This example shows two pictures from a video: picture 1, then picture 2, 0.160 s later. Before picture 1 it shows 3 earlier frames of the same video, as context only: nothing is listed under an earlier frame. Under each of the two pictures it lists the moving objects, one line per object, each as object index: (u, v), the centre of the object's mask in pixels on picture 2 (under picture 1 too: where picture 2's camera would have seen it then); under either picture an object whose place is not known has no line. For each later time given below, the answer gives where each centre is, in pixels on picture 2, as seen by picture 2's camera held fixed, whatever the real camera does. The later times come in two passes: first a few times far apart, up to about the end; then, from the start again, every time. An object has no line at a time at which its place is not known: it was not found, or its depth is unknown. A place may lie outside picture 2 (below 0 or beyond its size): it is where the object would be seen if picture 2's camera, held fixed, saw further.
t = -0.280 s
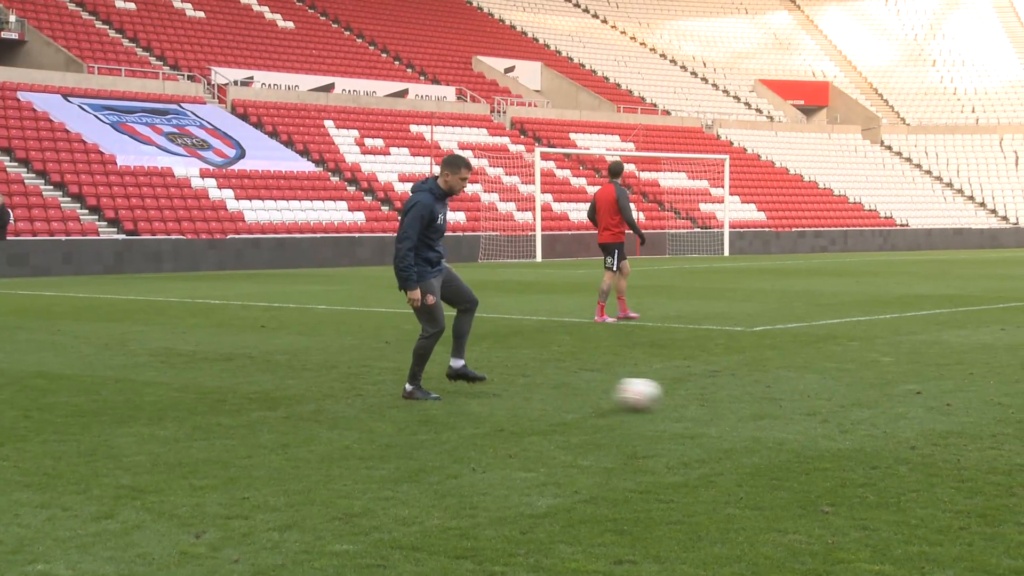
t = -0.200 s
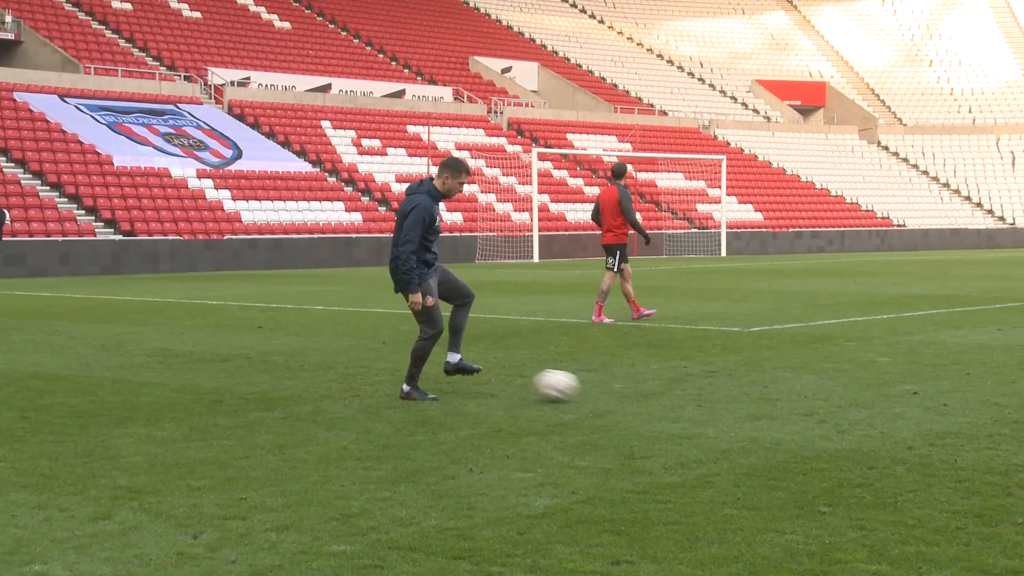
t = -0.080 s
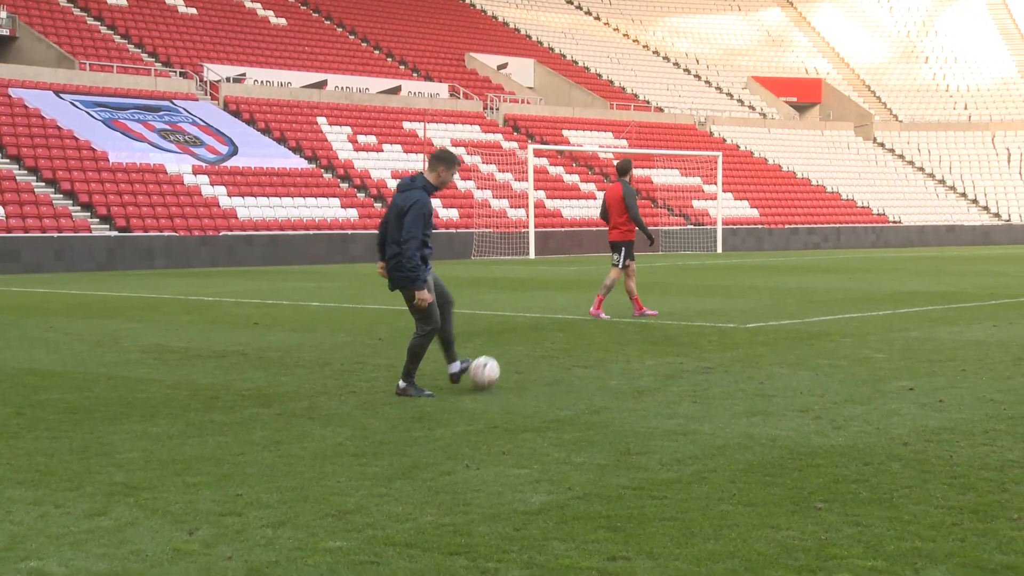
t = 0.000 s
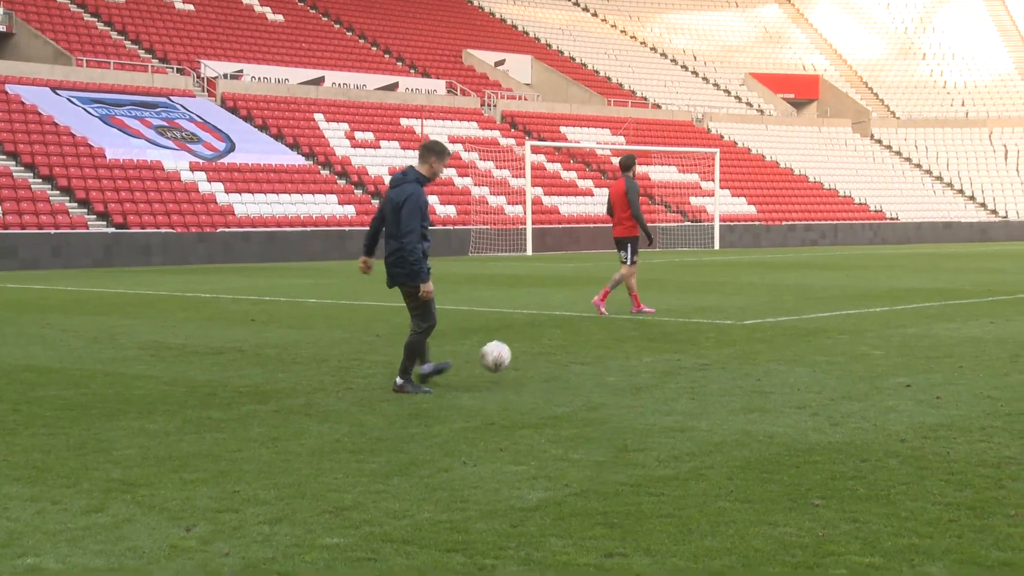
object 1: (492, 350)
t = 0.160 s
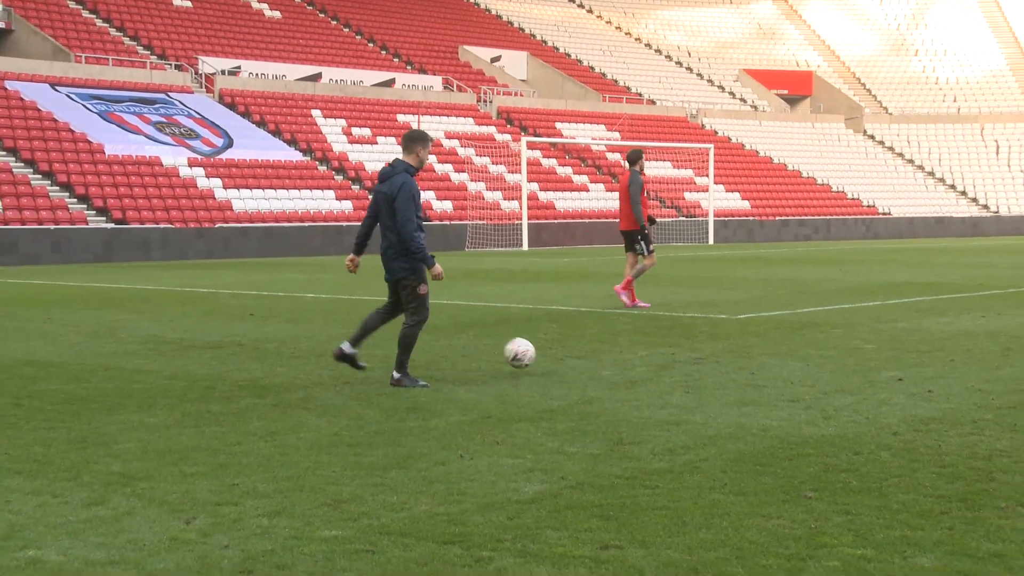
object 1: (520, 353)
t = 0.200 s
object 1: (527, 359)
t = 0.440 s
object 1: (562, 356)
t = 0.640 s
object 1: (587, 354)
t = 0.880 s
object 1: (614, 350)
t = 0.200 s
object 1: (527, 359)
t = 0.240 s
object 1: (533, 358)
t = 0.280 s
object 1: (539, 354)
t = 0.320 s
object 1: (545, 353)
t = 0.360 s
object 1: (550, 352)
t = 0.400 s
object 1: (555, 354)
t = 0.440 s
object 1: (562, 356)
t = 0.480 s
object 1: (567, 354)
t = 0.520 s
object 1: (572, 354)
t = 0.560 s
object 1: (577, 354)
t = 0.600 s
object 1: (582, 354)
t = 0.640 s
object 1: (587, 354)
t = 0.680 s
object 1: (592, 353)
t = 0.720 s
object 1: (597, 352)
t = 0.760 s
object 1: (601, 352)
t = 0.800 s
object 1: (606, 351)
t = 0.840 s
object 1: (610, 350)
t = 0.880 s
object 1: (614, 350)
